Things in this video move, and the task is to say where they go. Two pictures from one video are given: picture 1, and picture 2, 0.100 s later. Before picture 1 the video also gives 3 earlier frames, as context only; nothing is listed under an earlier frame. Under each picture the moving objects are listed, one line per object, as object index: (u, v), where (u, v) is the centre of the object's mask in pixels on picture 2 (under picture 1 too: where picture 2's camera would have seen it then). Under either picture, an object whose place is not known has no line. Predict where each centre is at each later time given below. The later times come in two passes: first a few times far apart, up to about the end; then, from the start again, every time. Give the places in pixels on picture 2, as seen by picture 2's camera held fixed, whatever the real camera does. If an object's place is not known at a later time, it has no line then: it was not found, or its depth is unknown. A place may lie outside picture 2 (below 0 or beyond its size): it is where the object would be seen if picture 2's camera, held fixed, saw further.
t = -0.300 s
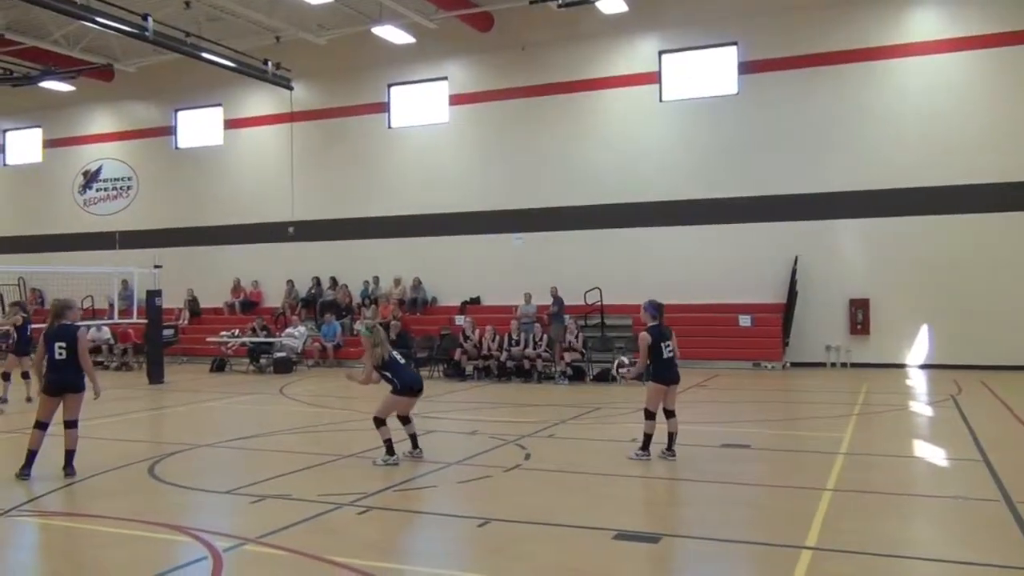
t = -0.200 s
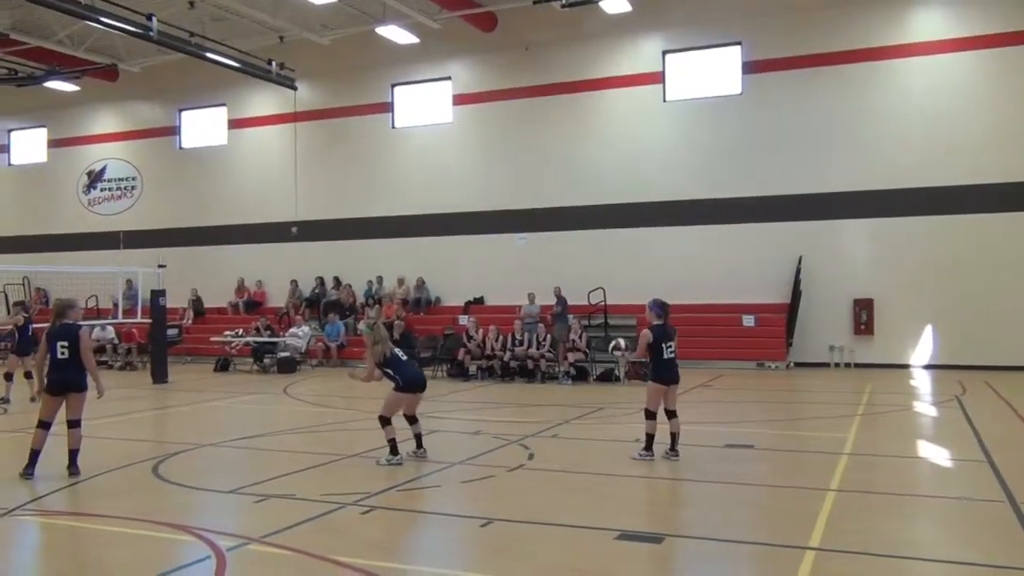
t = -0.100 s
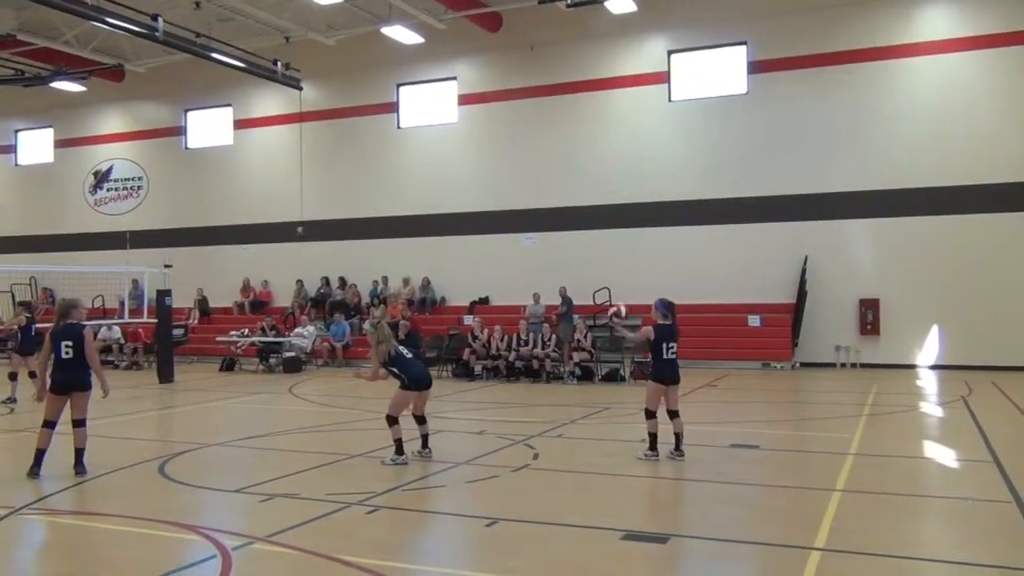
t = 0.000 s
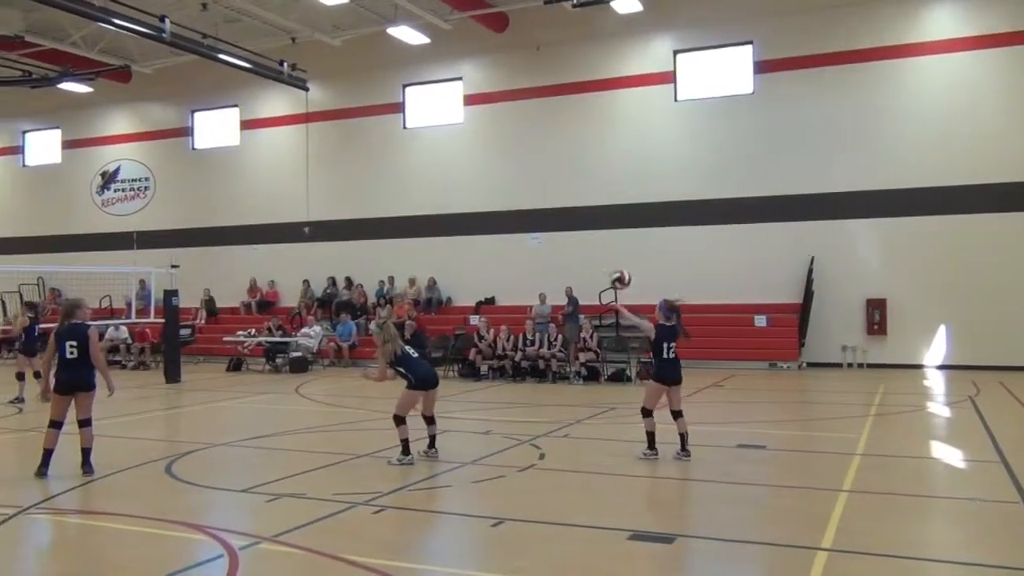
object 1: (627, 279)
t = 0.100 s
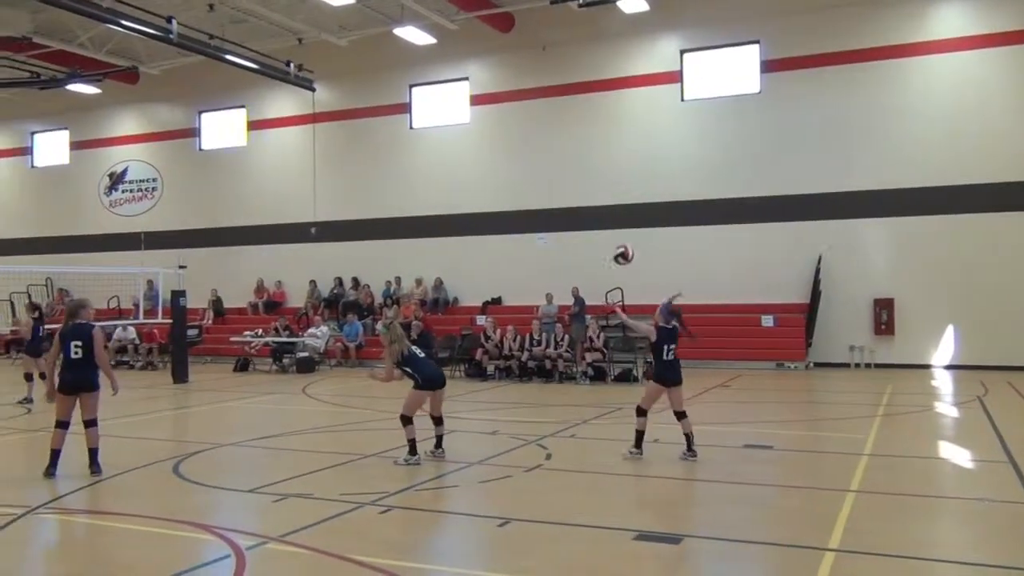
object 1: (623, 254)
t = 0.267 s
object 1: (616, 235)
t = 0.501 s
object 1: (609, 251)
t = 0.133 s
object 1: (622, 248)
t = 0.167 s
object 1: (620, 243)
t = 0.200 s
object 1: (619, 240)
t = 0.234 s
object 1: (617, 236)
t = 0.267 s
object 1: (616, 235)
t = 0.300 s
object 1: (615, 234)
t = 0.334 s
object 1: (614, 234)
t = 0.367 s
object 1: (613, 235)
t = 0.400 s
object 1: (611, 238)
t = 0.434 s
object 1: (610, 241)
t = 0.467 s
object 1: (609, 246)
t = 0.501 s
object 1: (609, 251)
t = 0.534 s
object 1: (607, 258)
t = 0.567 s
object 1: (607, 266)
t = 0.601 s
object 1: (606, 275)
